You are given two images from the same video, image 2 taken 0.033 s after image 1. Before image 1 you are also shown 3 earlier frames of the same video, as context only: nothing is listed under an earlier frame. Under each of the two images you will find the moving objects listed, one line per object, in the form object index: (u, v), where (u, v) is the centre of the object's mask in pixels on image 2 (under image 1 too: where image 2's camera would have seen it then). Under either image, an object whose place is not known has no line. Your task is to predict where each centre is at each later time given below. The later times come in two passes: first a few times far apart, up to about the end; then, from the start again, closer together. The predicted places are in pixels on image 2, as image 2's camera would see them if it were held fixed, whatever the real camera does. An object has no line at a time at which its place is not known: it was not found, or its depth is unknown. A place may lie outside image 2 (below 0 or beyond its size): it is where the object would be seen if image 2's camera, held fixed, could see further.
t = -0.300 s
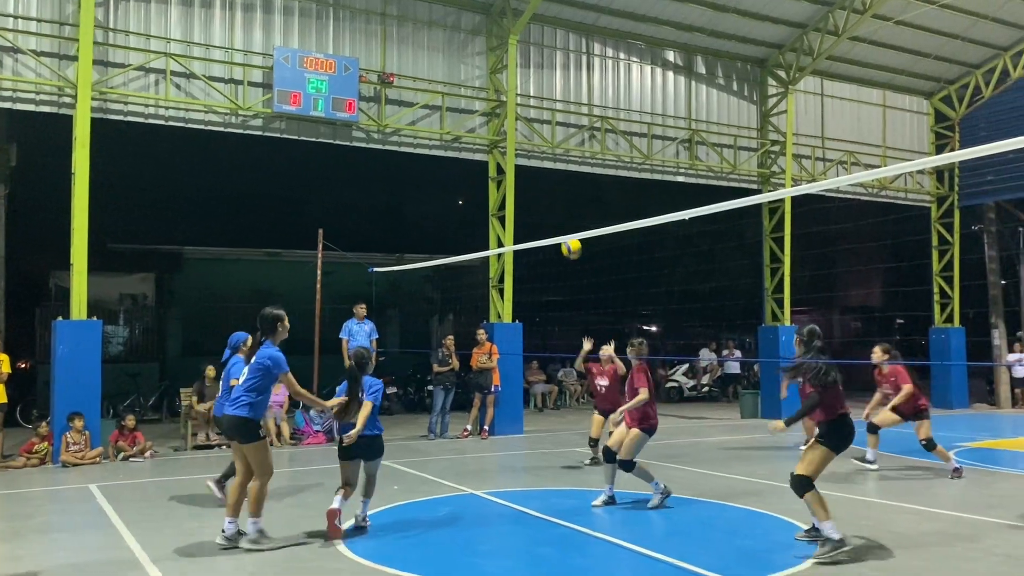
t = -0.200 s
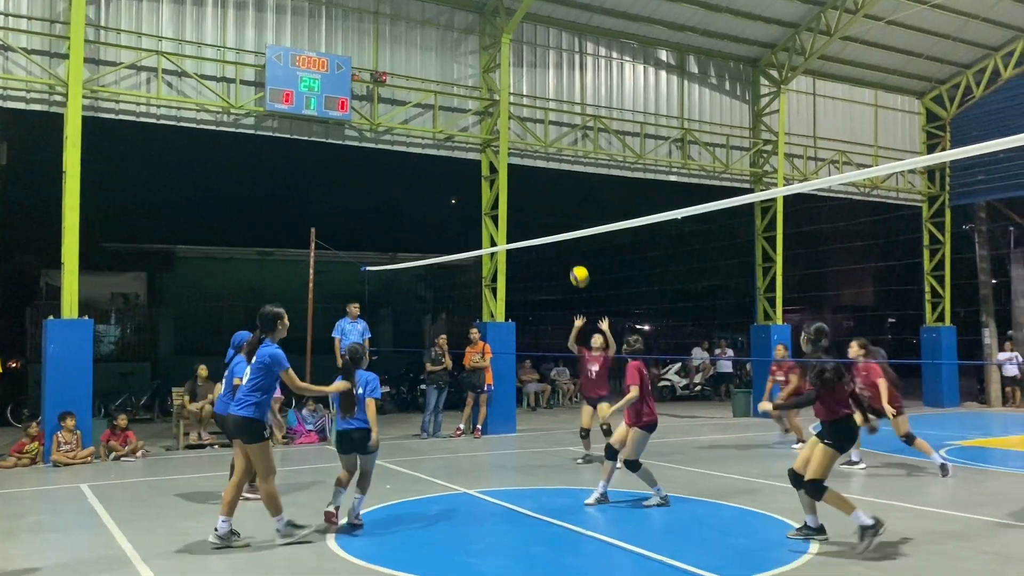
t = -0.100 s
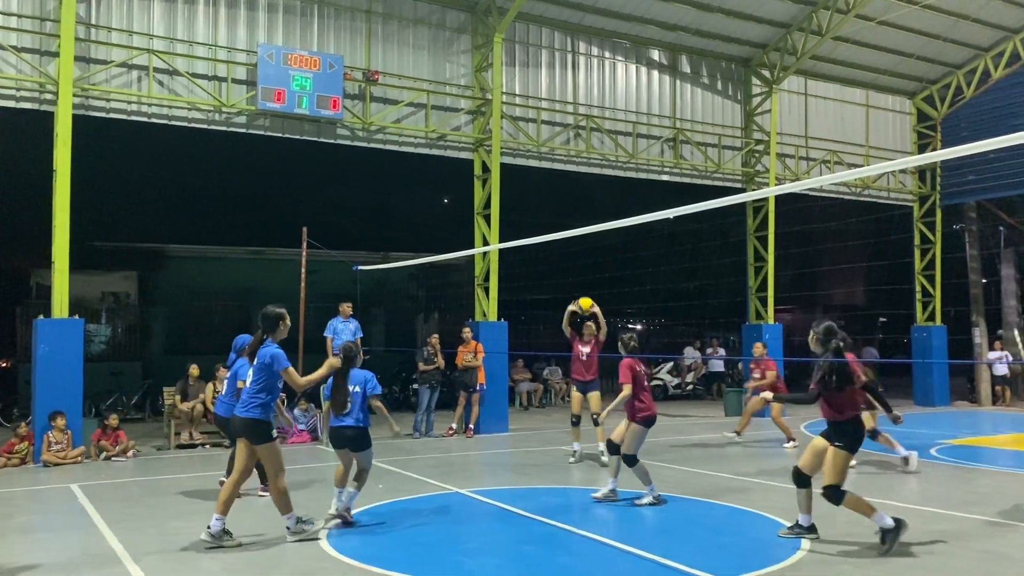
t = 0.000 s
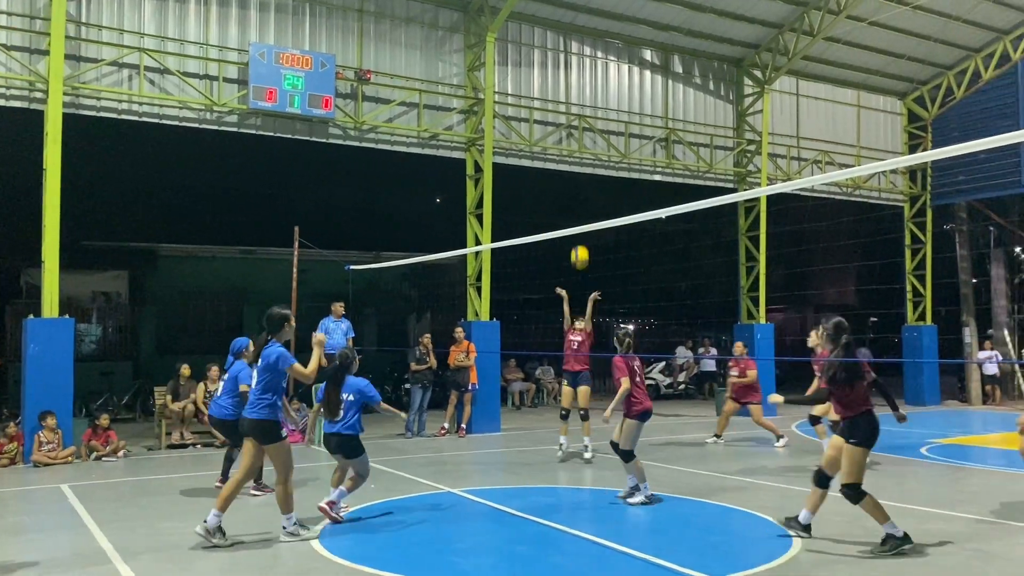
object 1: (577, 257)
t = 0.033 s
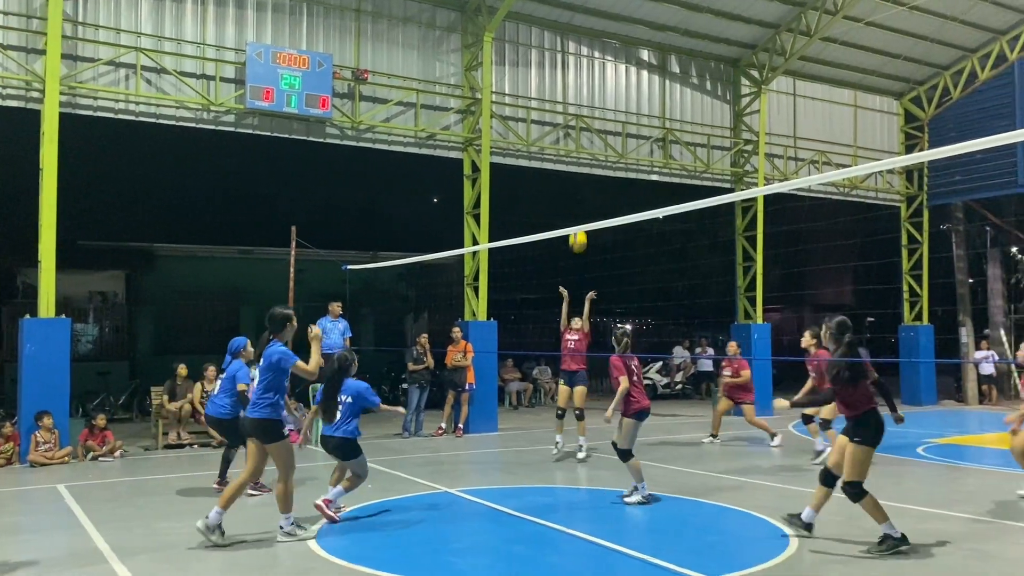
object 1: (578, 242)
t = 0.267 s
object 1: (585, 151)
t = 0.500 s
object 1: (594, 111)
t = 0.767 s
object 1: (606, 118)
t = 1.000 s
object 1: (618, 171)
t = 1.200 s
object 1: (627, 250)
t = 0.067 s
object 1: (579, 223)
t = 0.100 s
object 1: (580, 210)
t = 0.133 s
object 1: (581, 197)
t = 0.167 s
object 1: (582, 185)
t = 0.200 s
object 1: (584, 173)
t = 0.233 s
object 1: (585, 162)
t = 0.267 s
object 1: (585, 151)
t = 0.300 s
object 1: (586, 142)
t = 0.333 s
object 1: (588, 135)
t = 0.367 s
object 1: (588, 128)
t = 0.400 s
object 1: (589, 123)
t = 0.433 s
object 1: (591, 118)
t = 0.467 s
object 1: (593, 114)
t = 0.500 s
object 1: (594, 111)
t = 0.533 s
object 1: (596, 109)
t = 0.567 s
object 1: (597, 108)
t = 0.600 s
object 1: (599, 107)
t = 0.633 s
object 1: (600, 107)
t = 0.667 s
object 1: (601, 109)
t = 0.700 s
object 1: (603, 111)
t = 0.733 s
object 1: (605, 114)
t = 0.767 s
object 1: (606, 118)
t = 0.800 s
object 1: (608, 122)
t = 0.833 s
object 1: (609, 128)
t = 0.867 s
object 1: (611, 134)
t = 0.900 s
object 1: (613, 141)
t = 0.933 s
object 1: (613, 150)
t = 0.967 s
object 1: (615, 160)
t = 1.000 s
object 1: (618, 171)
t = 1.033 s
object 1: (620, 182)
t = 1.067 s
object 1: (621, 194)
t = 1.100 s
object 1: (623, 206)
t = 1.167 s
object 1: (626, 235)
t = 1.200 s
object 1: (627, 250)
